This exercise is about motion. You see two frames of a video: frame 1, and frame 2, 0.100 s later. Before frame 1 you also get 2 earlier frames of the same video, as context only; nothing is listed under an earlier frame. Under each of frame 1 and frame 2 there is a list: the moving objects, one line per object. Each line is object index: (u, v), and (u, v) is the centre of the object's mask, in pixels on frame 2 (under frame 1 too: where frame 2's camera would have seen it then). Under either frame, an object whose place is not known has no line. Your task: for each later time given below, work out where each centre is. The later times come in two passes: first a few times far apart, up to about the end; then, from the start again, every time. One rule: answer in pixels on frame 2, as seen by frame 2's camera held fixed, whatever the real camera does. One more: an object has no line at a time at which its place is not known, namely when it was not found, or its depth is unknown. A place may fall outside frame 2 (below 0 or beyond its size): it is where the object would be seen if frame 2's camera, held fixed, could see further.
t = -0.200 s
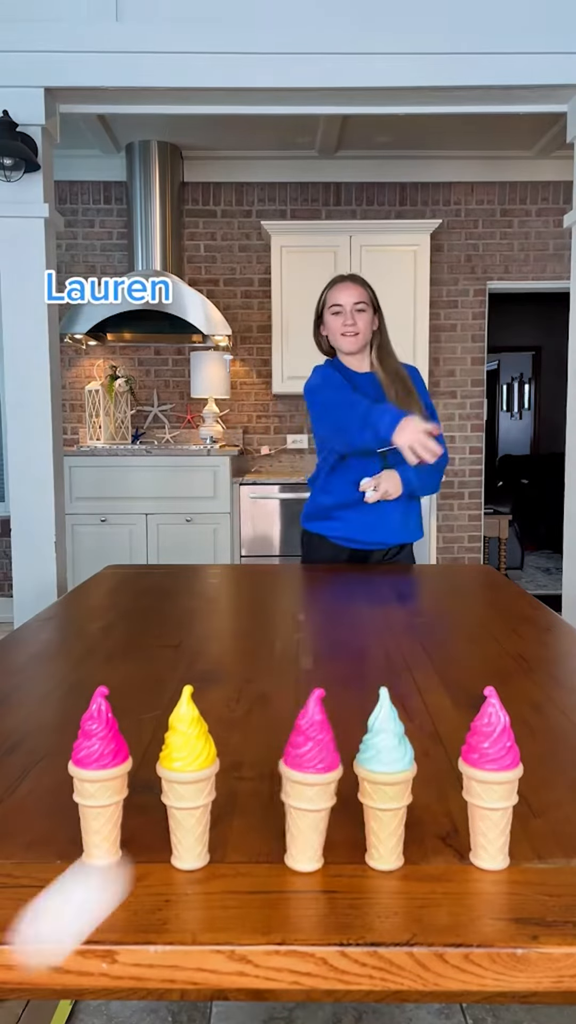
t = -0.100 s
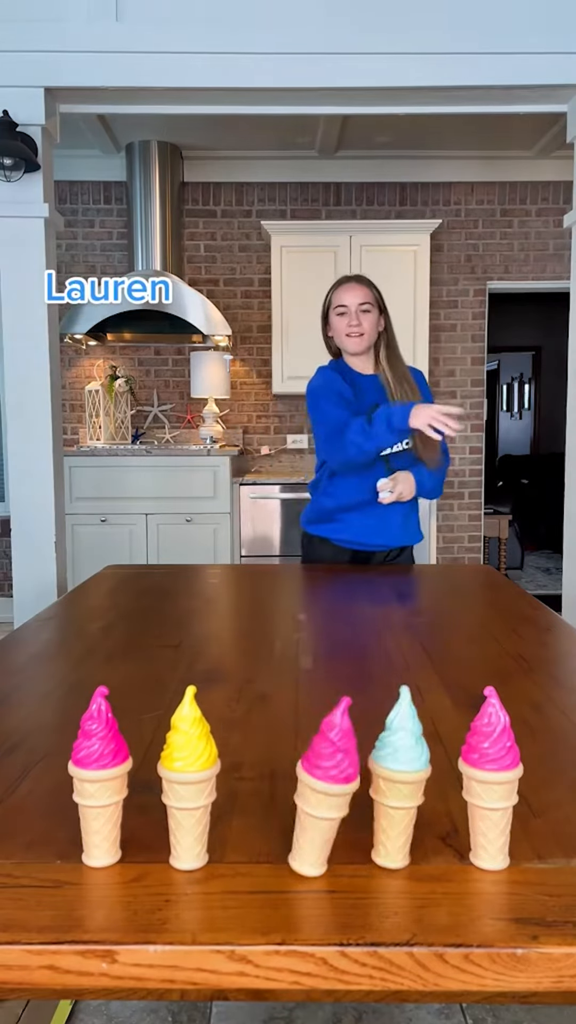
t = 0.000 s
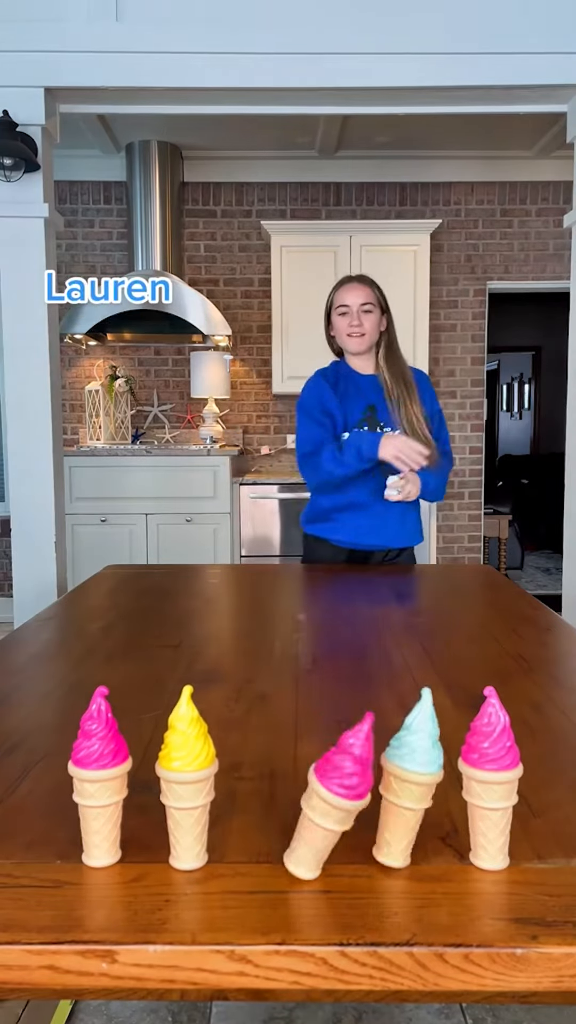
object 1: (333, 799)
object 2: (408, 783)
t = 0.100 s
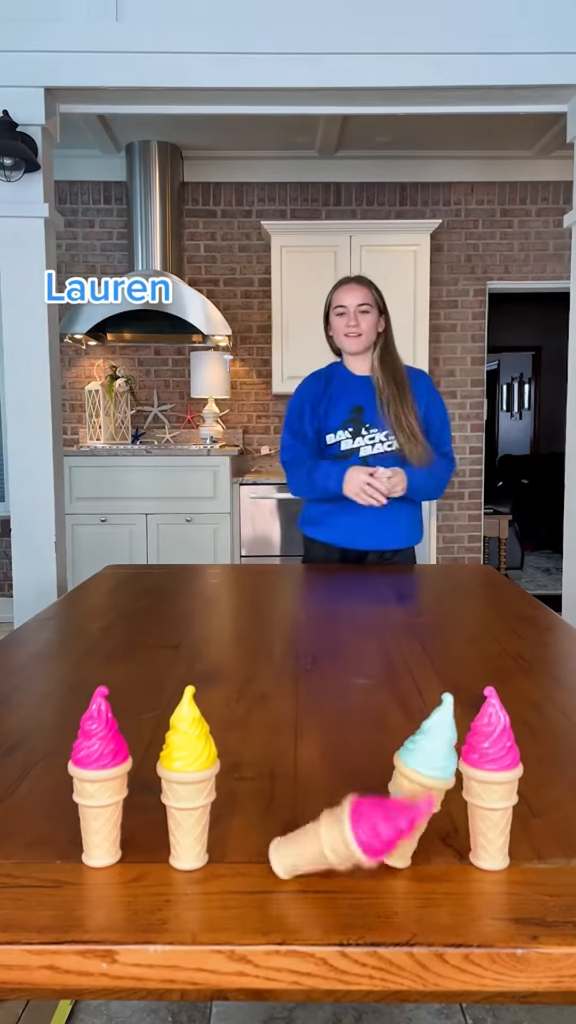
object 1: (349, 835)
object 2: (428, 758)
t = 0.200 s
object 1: (369, 842)
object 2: (436, 772)
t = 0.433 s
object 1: (396, 895)
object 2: (463, 848)
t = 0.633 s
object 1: (393, 920)
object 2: (467, 867)
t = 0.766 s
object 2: (466, 870)
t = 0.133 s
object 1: (361, 864)
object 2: (427, 777)
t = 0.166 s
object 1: (363, 850)
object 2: (430, 773)
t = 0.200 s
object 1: (369, 842)
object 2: (436, 772)
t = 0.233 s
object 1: (375, 846)
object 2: (439, 775)
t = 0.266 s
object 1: (381, 863)
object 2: (440, 784)
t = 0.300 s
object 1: (387, 877)
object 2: (442, 796)
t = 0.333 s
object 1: (391, 883)
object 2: (447, 810)
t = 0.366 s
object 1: (394, 888)
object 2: (458, 831)
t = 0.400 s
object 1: (395, 893)
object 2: (462, 851)
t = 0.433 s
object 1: (396, 895)
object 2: (463, 848)
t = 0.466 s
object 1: (396, 898)
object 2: (467, 854)
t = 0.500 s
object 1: (395, 901)
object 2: (469, 857)
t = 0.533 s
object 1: (394, 904)
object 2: (467, 858)
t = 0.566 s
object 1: (393, 908)
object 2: (466, 862)
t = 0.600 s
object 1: (393, 913)
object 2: (467, 866)
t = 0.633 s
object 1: (393, 920)
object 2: (467, 867)
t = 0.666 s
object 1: (394, 932)
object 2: (467, 868)
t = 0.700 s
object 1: (395, 953)
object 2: (467, 869)
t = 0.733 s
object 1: (381, 973)
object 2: (467, 869)
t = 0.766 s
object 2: (466, 870)
